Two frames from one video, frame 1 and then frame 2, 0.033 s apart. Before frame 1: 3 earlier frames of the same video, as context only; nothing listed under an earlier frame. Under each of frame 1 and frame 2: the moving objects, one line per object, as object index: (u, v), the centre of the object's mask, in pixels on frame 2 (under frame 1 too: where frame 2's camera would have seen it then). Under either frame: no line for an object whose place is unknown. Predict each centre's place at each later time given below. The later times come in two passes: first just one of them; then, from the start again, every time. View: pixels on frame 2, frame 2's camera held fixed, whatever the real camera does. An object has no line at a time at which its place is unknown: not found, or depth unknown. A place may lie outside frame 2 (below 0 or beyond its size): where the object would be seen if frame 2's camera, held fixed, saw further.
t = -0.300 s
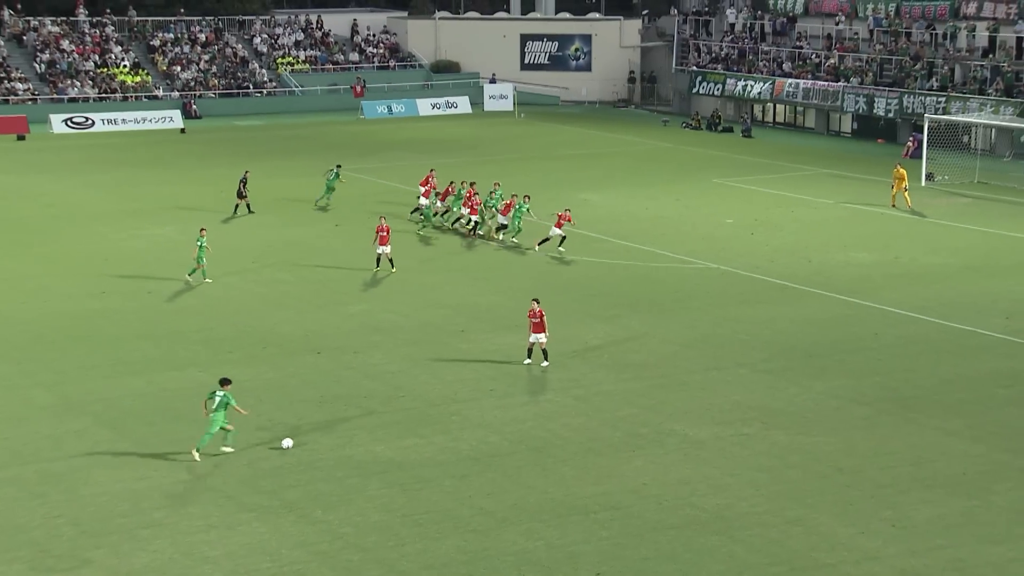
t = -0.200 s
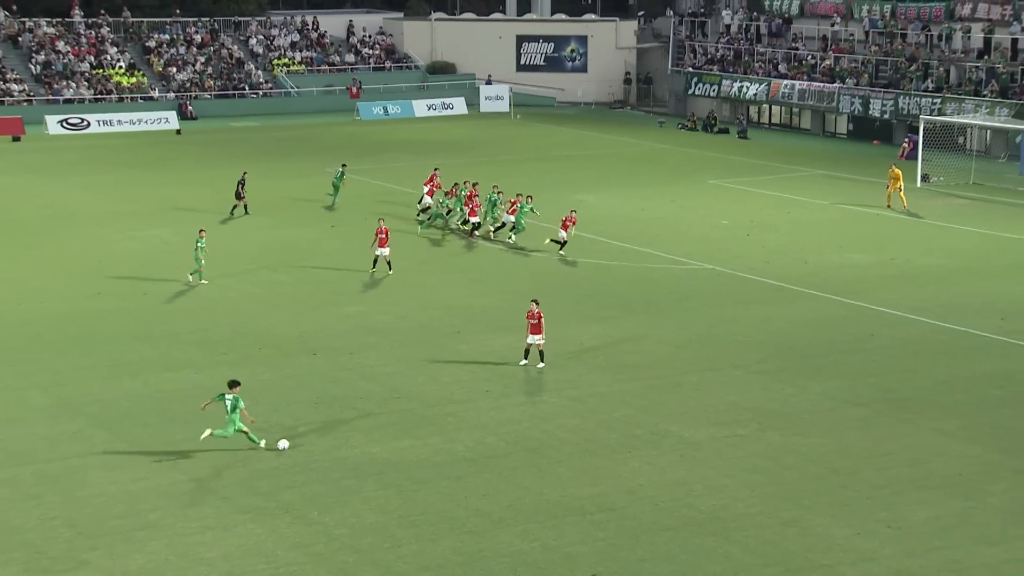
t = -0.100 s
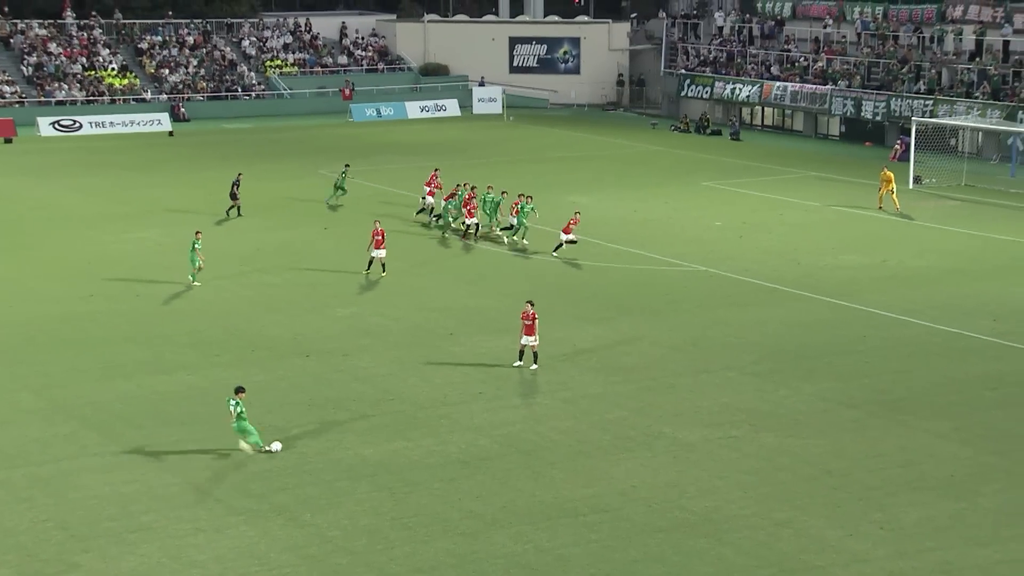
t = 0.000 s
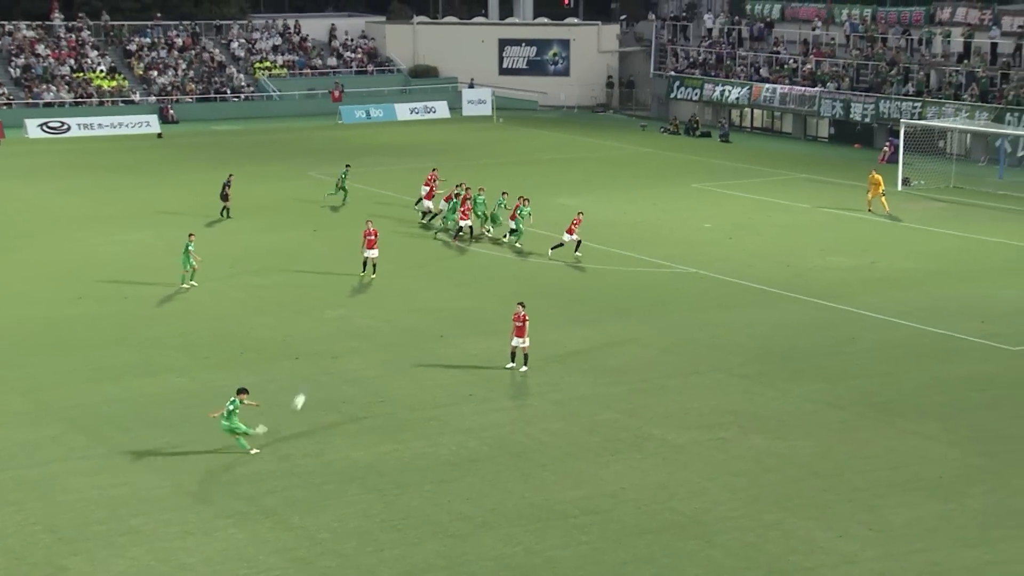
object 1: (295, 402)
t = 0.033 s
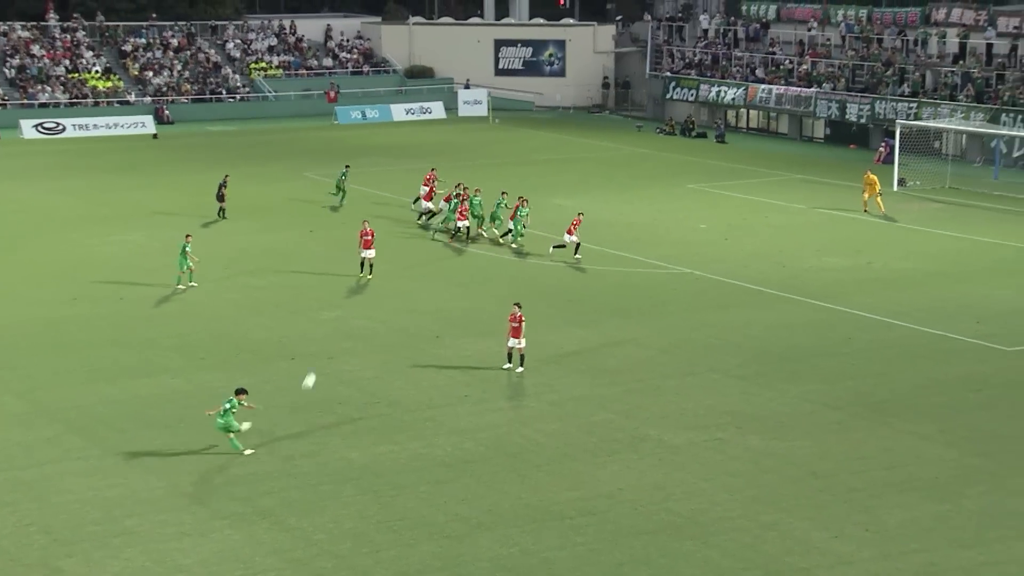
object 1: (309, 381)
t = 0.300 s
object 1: (401, 239)
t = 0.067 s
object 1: (324, 360)
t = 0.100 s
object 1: (337, 340)
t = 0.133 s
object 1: (350, 321)
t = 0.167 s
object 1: (362, 302)
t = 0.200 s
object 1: (372, 286)
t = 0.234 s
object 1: (383, 270)
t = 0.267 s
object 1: (392, 254)
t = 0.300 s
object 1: (401, 239)
